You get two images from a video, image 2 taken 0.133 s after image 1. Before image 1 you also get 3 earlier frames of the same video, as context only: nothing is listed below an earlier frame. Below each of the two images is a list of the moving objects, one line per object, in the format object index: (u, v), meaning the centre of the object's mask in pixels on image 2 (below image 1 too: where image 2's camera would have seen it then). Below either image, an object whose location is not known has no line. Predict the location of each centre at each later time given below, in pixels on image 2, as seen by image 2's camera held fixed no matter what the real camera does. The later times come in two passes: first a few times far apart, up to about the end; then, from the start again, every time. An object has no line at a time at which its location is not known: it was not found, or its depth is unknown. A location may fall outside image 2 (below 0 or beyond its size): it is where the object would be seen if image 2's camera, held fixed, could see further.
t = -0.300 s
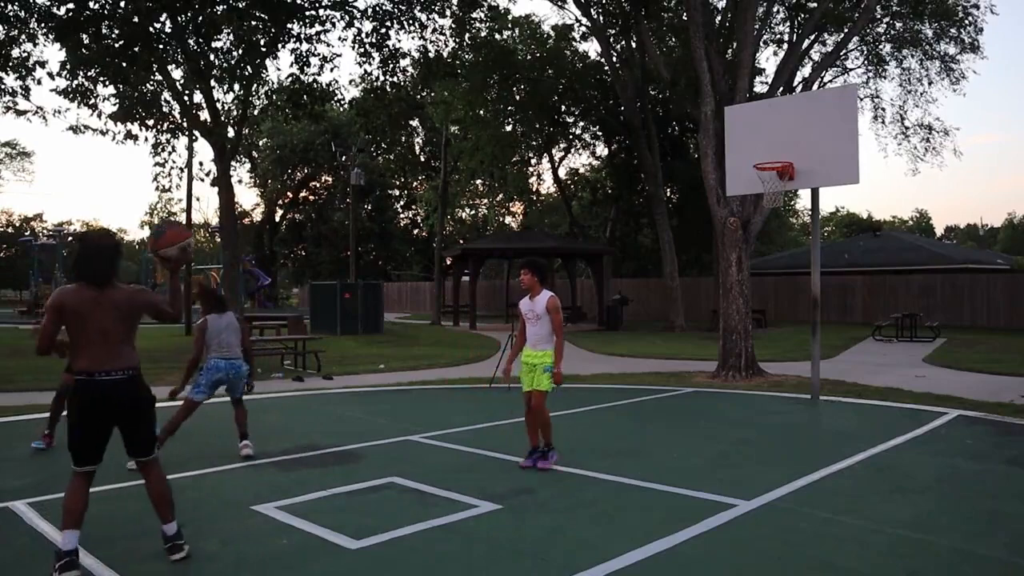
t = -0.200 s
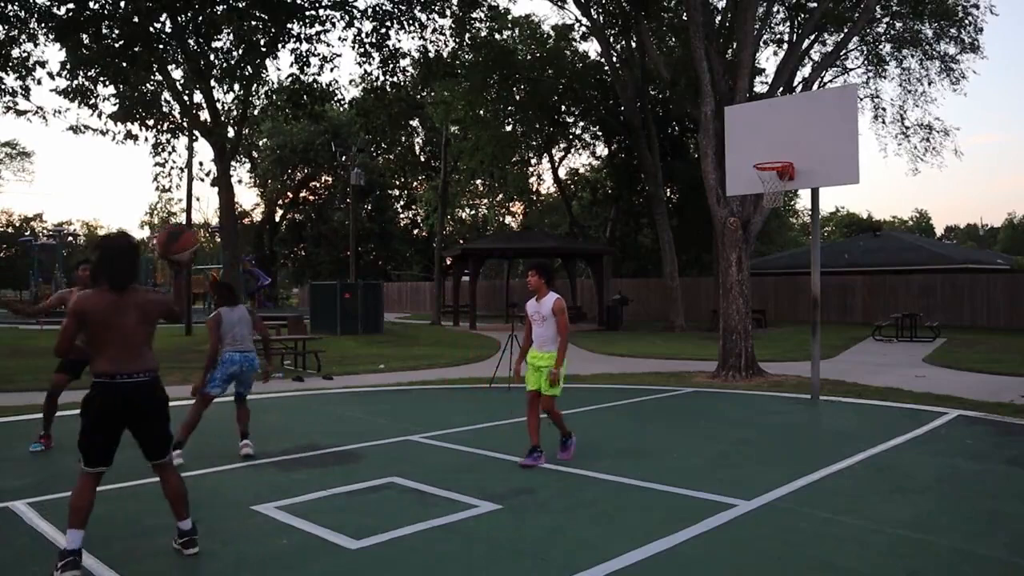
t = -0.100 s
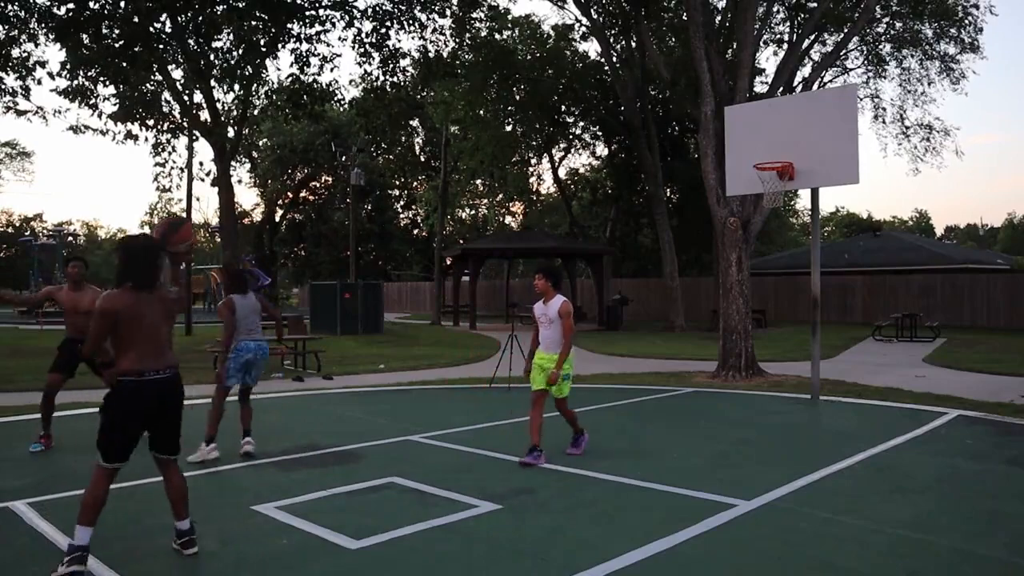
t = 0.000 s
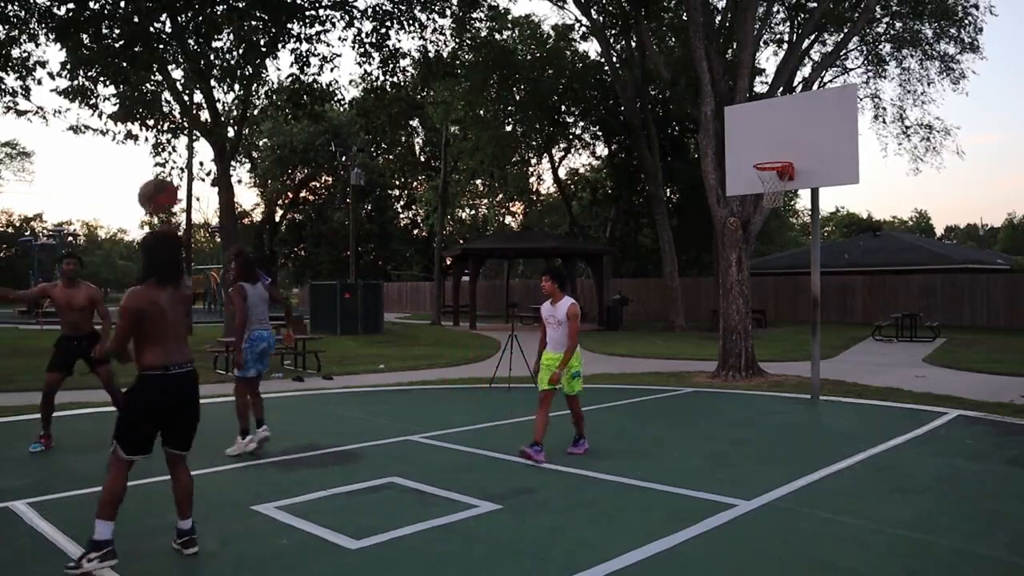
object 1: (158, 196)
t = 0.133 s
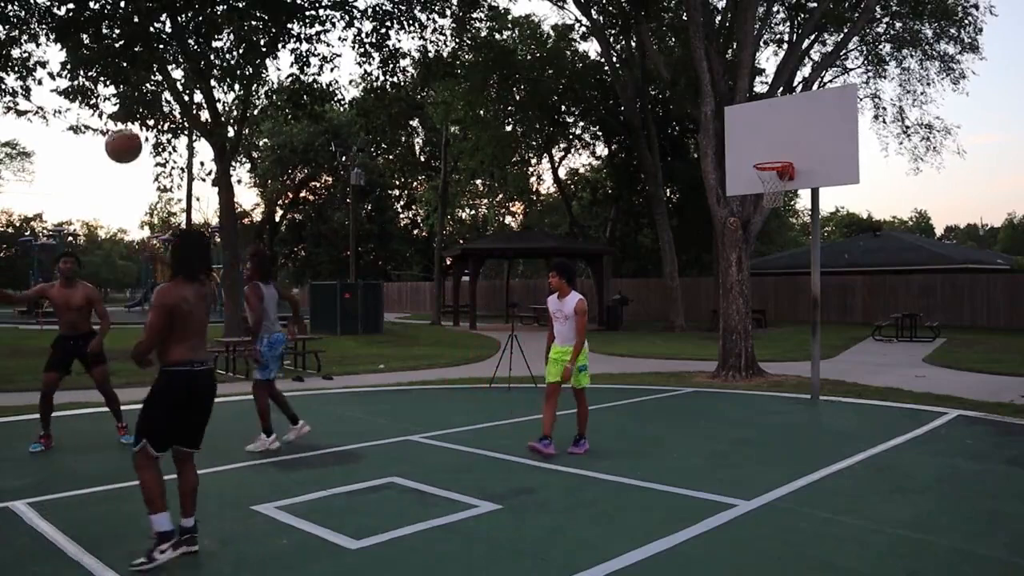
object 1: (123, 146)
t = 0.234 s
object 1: (101, 129)
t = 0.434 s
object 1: (62, 139)
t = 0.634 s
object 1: (30, 195)
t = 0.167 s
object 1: (116, 138)
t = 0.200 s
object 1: (109, 134)
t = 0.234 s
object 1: (101, 129)
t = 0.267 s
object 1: (93, 128)
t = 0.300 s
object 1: (87, 127)
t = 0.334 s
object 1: (81, 128)
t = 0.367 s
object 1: (74, 130)
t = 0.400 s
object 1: (68, 134)
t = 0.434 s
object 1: (62, 139)
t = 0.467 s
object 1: (57, 146)
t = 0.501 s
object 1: (51, 154)
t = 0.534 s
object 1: (45, 162)
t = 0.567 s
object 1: (40, 172)
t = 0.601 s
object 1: (35, 183)
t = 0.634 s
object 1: (30, 195)
